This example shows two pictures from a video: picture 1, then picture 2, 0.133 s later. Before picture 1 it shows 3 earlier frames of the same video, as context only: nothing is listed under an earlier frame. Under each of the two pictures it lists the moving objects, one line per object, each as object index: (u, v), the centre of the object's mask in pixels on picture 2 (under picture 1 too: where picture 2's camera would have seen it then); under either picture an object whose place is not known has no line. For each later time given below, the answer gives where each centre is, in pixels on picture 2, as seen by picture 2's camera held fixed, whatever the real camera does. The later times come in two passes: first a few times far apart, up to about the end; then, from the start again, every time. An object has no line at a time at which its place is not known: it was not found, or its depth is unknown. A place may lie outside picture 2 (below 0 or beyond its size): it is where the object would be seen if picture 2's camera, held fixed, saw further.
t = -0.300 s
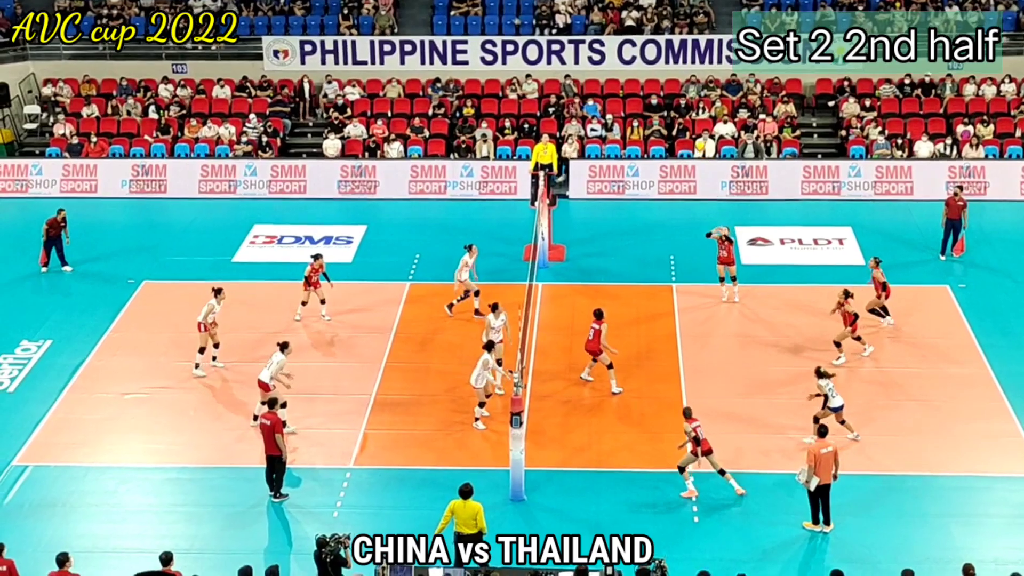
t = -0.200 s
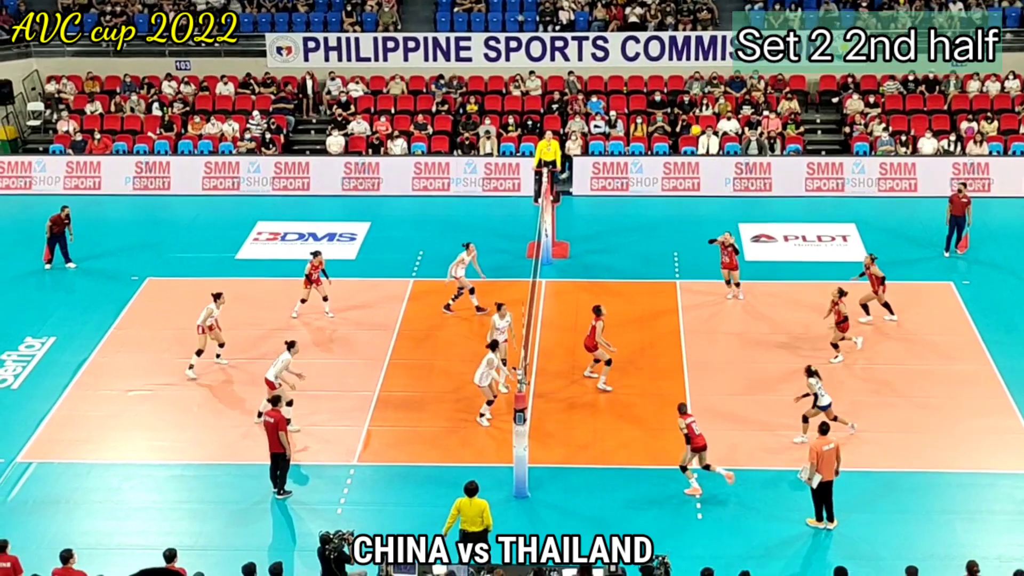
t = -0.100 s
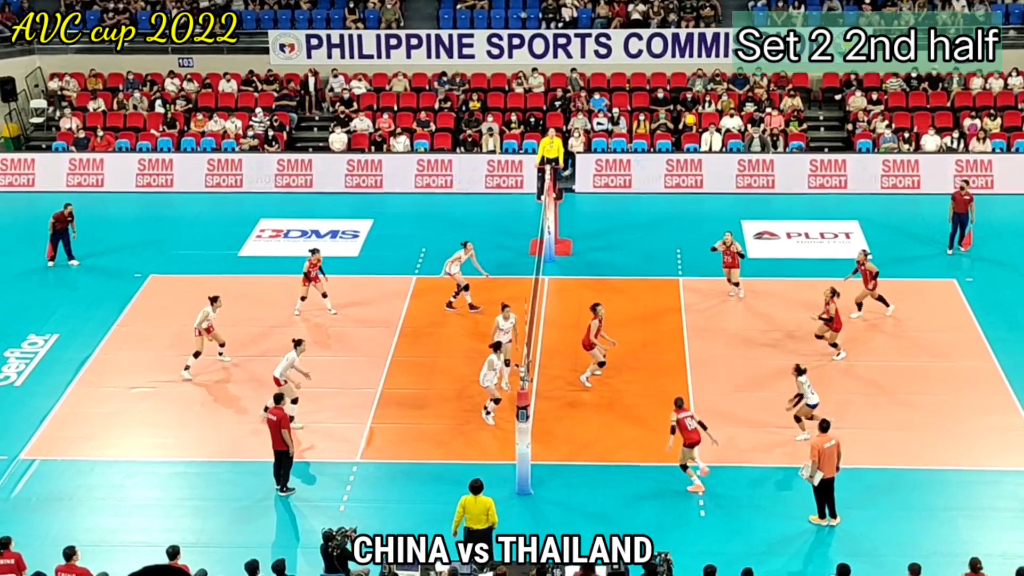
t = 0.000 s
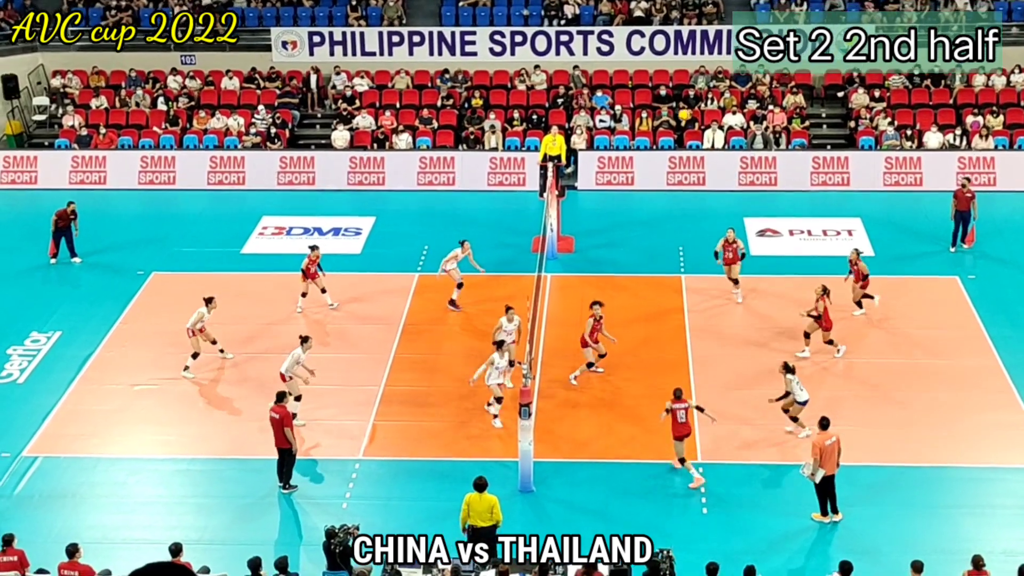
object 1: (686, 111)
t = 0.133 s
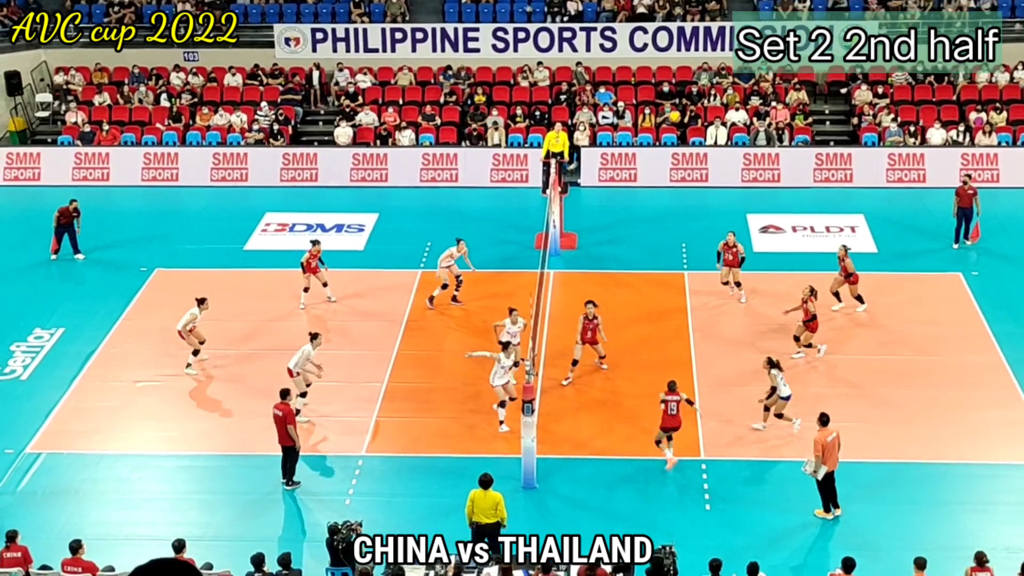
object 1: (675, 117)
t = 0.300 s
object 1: (659, 136)
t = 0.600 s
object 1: (630, 208)
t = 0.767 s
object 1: (614, 268)
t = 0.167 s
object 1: (672, 119)
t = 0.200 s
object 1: (669, 123)
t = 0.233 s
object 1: (666, 126)
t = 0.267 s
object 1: (662, 130)
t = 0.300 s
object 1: (659, 136)
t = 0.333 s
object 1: (656, 141)
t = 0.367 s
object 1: (653, 147)
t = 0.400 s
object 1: (649, 155)
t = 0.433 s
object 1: (646, 162)
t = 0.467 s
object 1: (643, 170)
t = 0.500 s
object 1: (640, 179)
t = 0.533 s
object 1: (637, 188)
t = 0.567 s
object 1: (634, 198)
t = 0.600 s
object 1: (630, 208)
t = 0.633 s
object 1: (627, 219)
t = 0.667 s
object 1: (624, 230)
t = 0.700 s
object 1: (621, 242)
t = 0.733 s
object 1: (617, 255)
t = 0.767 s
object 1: (614, 268)
